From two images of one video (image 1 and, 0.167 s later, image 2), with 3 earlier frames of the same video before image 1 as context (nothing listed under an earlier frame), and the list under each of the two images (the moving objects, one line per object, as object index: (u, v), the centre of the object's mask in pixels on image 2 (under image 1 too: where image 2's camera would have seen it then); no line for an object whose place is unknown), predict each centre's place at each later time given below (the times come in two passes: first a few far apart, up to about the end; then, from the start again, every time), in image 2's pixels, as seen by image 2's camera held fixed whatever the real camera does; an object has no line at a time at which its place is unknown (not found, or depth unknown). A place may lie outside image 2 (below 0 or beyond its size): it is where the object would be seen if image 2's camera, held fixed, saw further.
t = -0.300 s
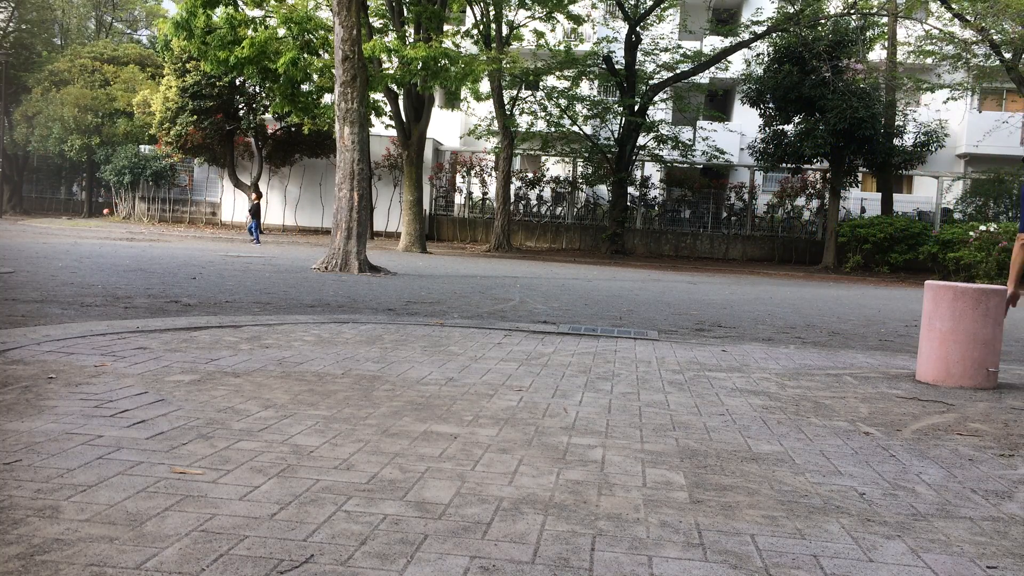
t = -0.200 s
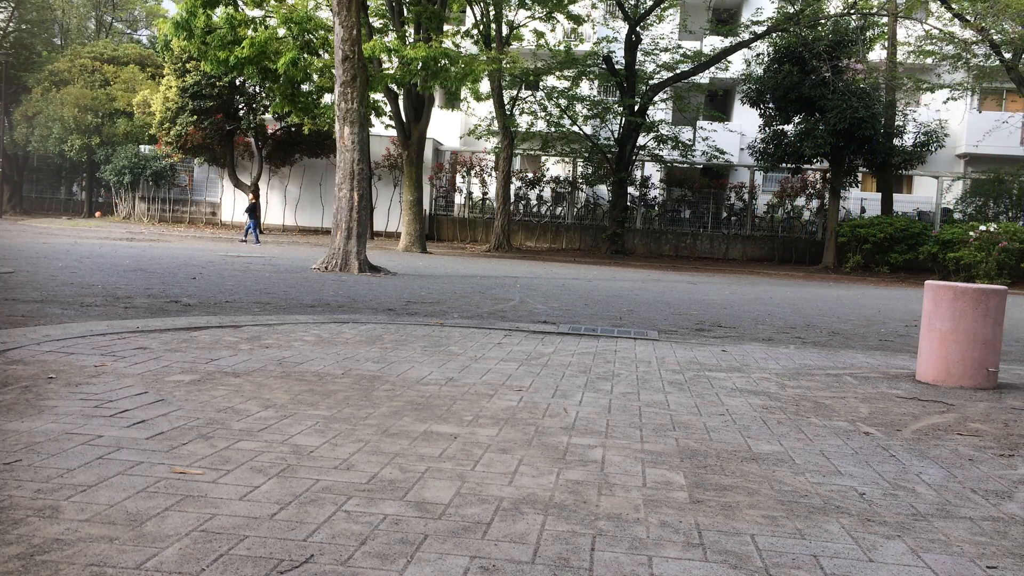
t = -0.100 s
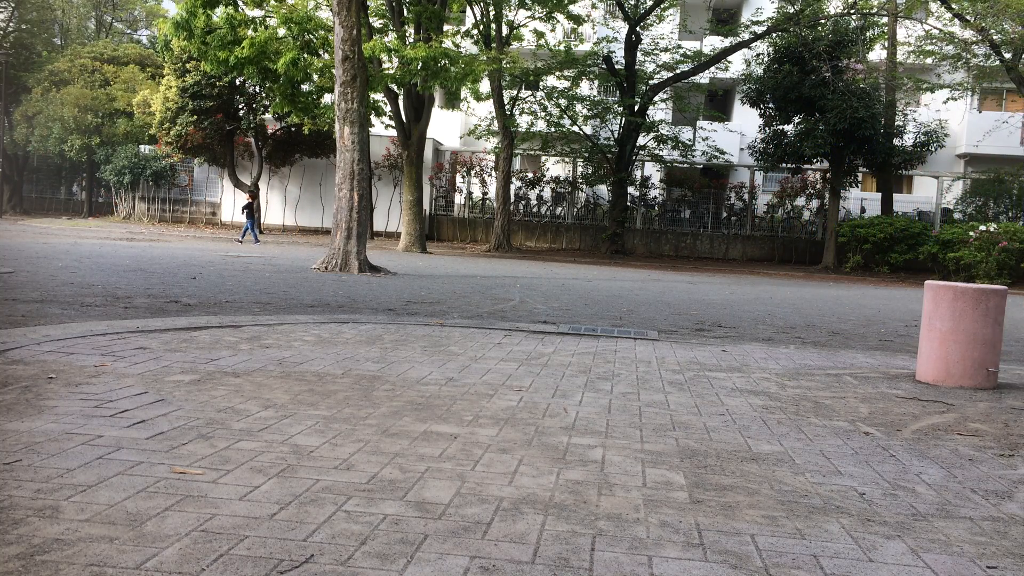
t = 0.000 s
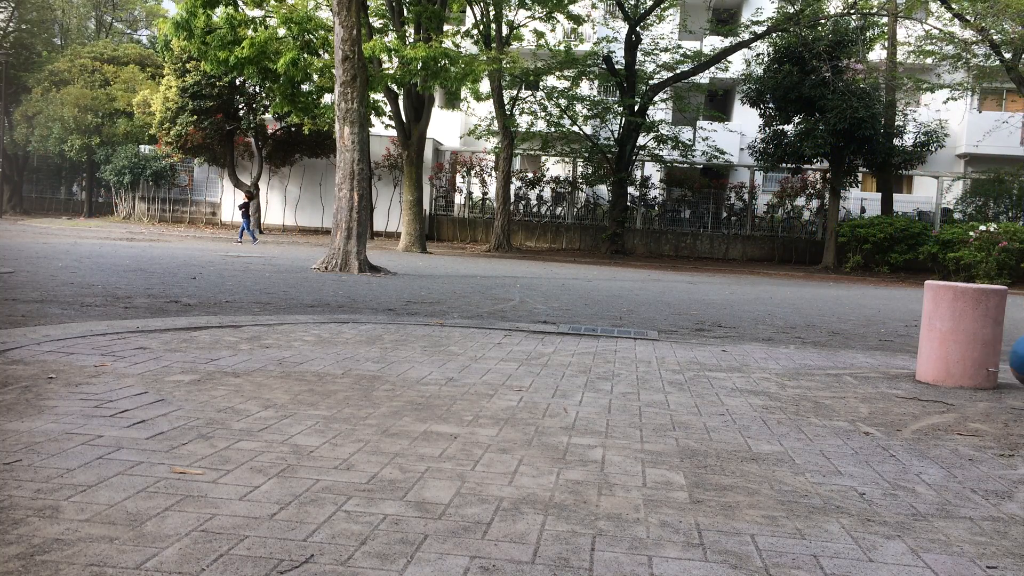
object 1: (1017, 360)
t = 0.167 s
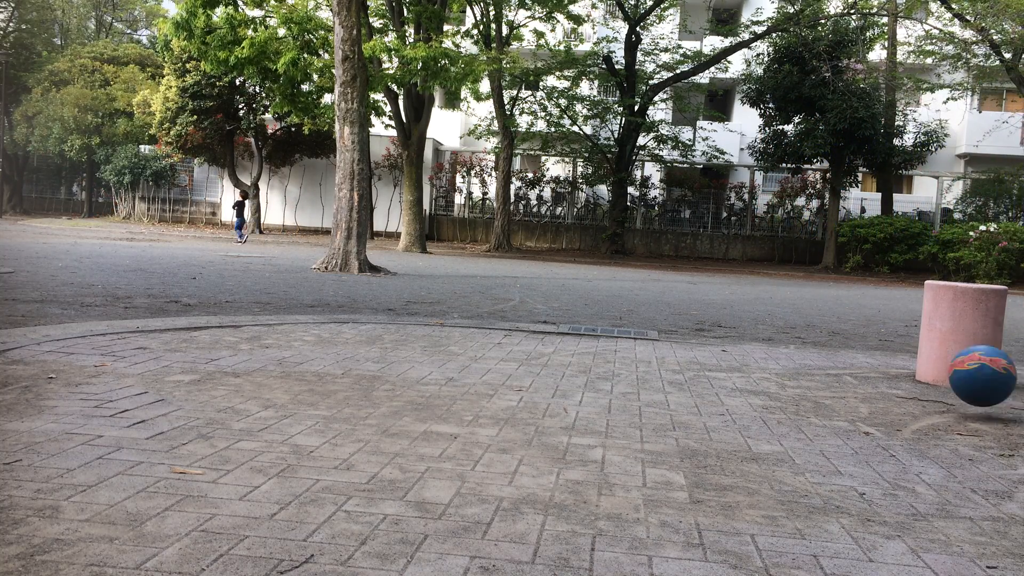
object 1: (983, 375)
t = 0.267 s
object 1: (947, 364)
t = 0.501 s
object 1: (859, 366)
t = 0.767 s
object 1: (757, 362)
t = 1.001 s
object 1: (669, 362)
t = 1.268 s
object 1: (565, 370)
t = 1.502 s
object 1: (474, 361)
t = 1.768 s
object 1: (361, 366)
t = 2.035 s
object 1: (244, 364)
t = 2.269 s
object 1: (135, 360)
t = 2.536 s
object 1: (20, 364)
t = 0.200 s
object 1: (971, 369)
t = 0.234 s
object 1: (959, 365)
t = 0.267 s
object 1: (947, 364)
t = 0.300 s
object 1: (934, 366)
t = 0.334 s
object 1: (921, 370)
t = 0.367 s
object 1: (908, 378)
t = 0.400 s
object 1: (896, 383)
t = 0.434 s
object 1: (884, 375)
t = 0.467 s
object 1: (872, 369)
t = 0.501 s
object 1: (859, 366)
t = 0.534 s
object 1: (846, 366)
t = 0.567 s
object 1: (833, 368)
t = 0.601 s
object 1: (820, 374)
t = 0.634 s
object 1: (806, 380)
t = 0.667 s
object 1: (795, 371)
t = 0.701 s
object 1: (782, 365)
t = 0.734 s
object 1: (770, 362)
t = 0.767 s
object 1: (757, 362)
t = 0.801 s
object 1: (745, 366)
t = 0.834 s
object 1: (732, 372)
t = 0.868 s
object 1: (719, 374)
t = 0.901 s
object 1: (707, 367)
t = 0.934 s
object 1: (695, 362)
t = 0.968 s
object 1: (682, 361)
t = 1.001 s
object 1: (669, 362)
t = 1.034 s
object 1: (656, 367)
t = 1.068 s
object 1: (643, 374)
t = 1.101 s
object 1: (631, 367)
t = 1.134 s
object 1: (618, 362)
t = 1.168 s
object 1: (605, 360)
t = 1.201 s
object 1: (592, 362)
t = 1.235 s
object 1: (578, 367)
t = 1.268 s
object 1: (565, 370)
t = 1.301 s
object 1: (552, 364)
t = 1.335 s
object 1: (540, 361)
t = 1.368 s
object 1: (527, 360)
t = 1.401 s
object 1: (514, 364)
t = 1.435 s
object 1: (500, 370)
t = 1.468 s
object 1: (487, 365)
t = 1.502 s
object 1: (474, 361)
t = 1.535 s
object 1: (461, 361)
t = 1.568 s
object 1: (446, 364)
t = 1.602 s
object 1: (432, 369)
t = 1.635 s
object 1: (418, 364)
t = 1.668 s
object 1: (405, 361)
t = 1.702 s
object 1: (390, 362)
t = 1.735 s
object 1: (376, 366)
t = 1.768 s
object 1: (361, 366)
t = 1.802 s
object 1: (347, 362)
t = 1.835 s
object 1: (333, 362)
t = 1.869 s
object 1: (318, 364)
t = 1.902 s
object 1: (303, 366)
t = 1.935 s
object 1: (289, 363)
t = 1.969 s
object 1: (274, 362)
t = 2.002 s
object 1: (258, 365)
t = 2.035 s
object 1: (244, 364)
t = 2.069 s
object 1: (228, 361)
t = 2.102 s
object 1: (213, 363)
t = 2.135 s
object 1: (197, 364)
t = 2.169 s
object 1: (182, 359)
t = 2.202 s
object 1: (167, 358)
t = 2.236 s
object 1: (151, 361)
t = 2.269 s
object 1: (135, 360)
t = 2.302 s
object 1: (119, 360)
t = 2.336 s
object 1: (102, 360)
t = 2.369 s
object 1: (86, 360)
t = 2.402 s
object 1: (69, 362)
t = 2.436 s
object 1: (52, 361)
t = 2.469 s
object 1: (38, 364)
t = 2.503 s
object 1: (28, 362)
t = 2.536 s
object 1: (20, 364)
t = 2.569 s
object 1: (12, 362)
